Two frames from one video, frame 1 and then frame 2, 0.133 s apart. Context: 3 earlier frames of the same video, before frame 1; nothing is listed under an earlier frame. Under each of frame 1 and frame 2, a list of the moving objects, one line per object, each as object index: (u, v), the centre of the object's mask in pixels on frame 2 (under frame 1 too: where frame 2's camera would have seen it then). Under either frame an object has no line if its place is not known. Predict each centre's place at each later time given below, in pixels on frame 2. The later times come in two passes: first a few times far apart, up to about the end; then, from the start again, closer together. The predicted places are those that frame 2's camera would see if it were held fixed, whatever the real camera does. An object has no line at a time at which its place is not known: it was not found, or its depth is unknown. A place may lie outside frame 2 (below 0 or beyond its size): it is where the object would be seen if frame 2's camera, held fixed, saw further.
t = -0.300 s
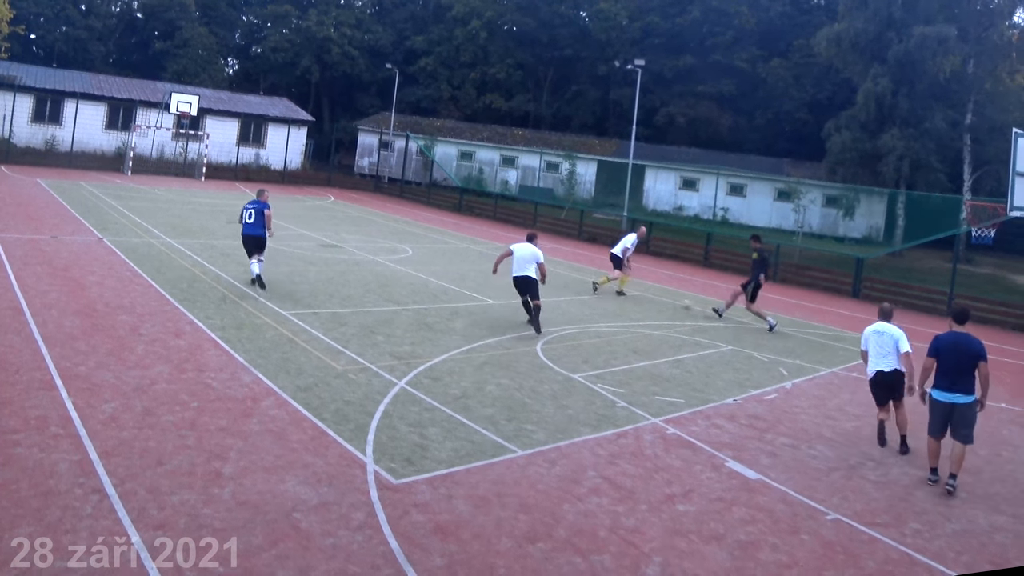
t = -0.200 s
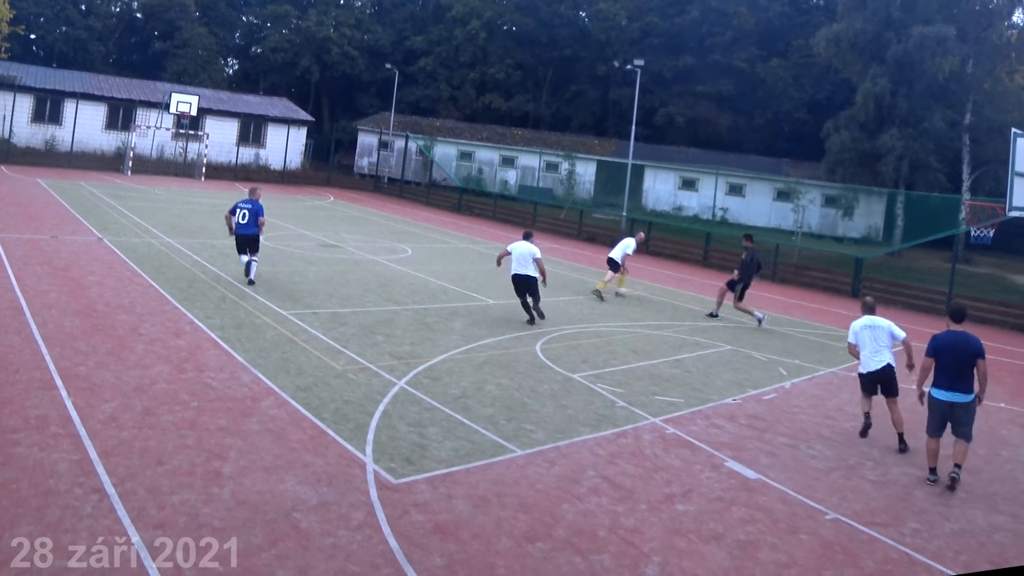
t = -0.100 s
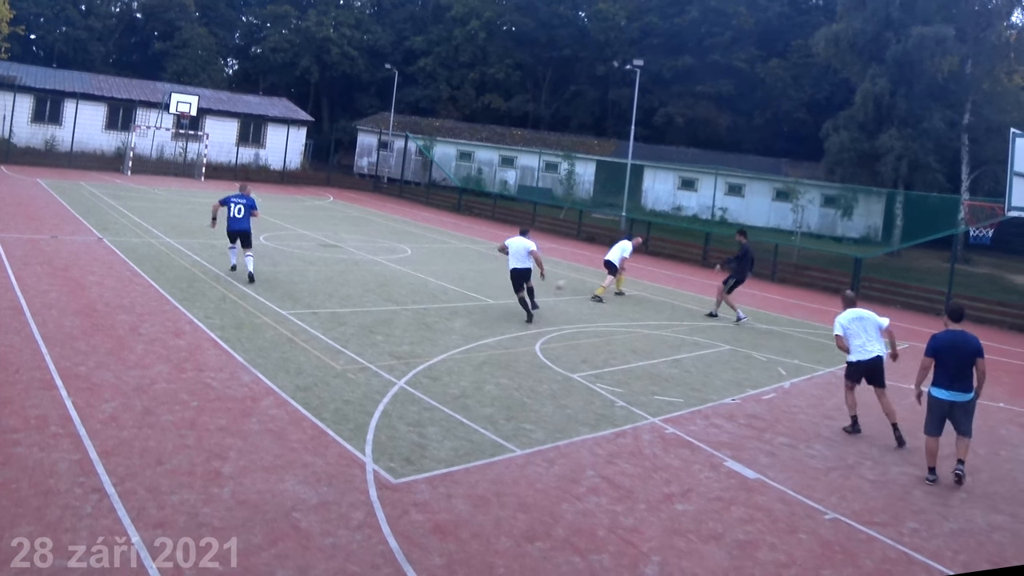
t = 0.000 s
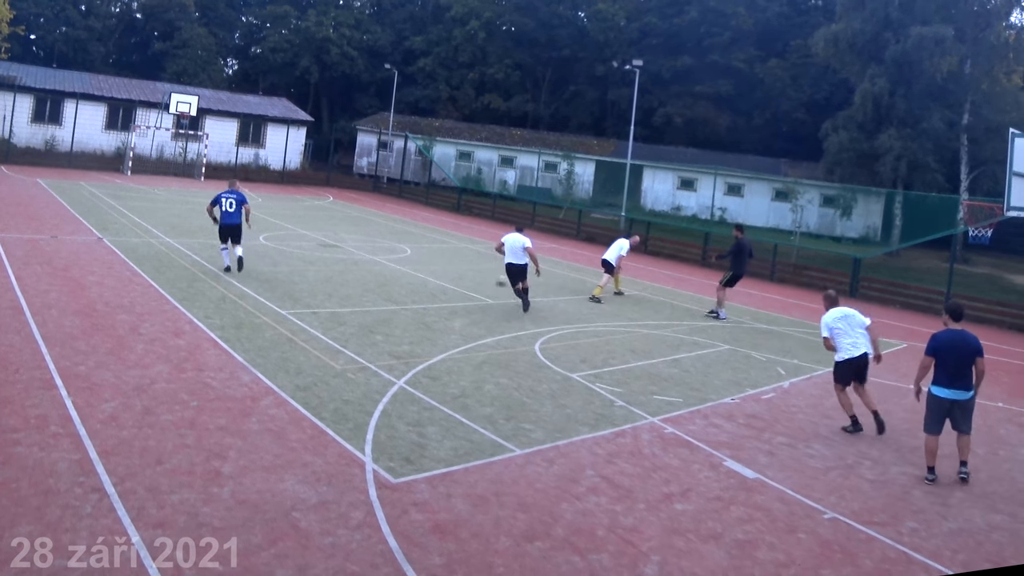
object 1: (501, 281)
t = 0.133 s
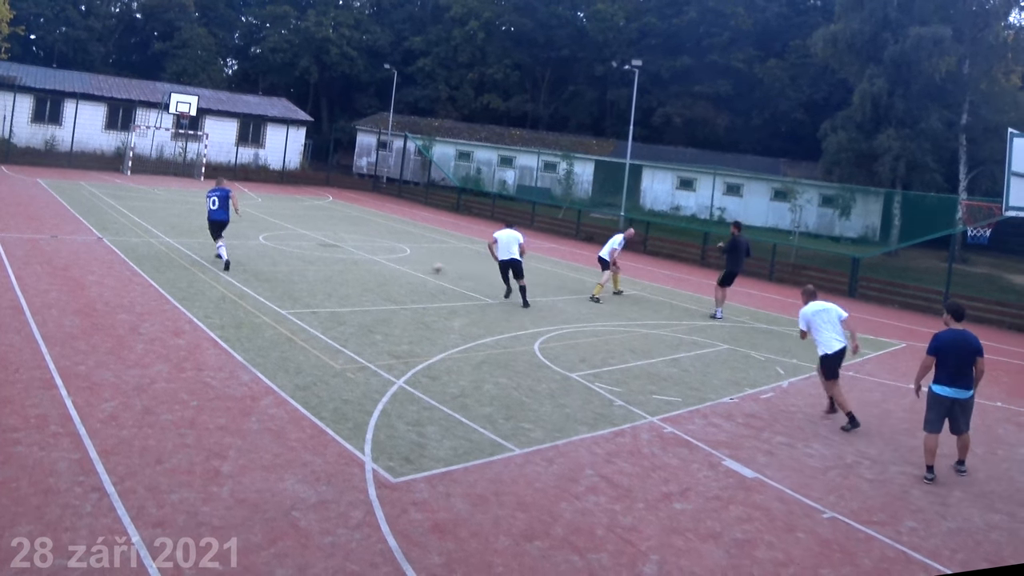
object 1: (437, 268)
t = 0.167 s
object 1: (421, 267)
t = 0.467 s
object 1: (311, 247)
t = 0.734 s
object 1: (241, 234)
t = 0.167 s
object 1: (421, 267)
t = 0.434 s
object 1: (321, 249)
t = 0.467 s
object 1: (311, 247)
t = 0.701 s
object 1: (249, 235)
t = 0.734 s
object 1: (241, 234)
